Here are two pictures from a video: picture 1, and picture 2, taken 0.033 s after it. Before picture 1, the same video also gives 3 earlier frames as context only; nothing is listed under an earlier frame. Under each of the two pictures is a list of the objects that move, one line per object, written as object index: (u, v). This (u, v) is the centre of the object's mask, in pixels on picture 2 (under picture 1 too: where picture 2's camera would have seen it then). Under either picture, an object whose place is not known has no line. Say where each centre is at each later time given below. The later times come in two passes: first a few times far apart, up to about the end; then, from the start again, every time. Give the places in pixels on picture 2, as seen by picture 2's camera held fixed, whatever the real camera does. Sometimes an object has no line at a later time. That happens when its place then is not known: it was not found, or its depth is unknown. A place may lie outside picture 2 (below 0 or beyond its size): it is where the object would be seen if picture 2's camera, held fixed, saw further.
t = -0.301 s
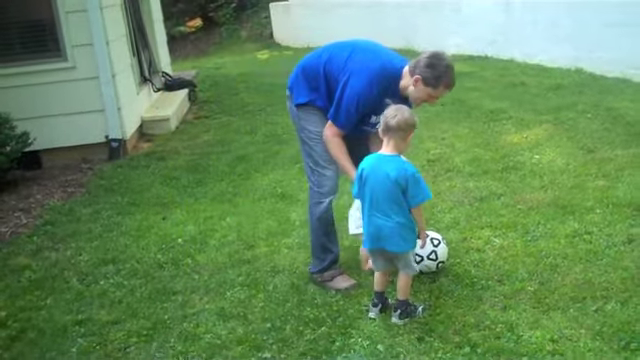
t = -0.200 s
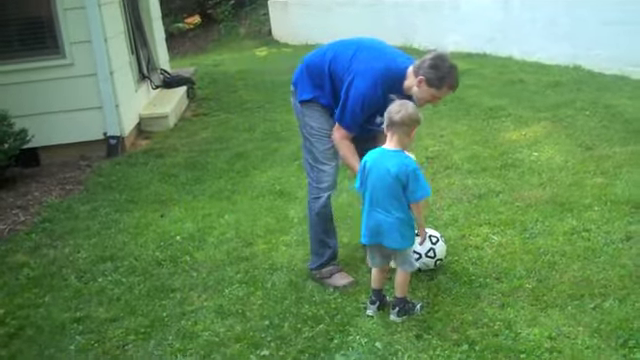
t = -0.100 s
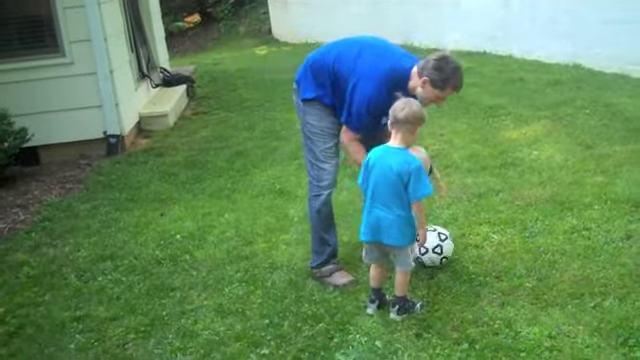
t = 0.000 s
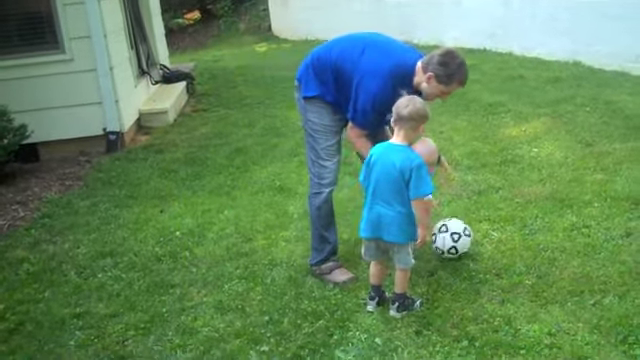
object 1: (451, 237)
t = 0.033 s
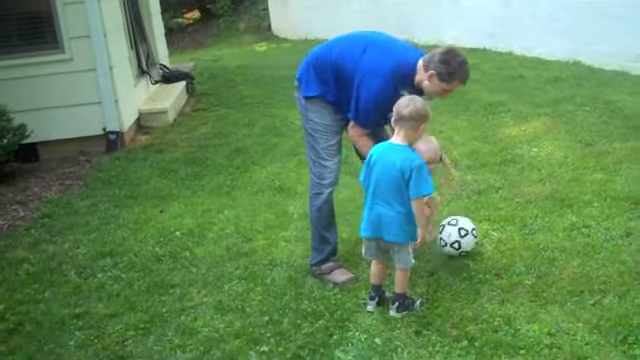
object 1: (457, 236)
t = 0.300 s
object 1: (500, 227)
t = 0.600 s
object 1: (535, 217)
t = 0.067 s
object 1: (462, 233)
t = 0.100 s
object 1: (468, 232)
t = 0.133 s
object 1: (473, 232)
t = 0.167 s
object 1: (479, 232)
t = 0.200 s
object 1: (485, 232)
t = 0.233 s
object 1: (490, 230)
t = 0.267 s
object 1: (495, 228)
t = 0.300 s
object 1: (500, 227)
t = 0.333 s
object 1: (504, 226)
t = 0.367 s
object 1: (509, 225)
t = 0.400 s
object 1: (513, 224)
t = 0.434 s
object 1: (518, 223)
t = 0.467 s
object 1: (521, 221)
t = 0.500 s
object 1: (525, 219)
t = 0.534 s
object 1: (529, 218)
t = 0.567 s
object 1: (532, 218)
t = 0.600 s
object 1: (535, 217)
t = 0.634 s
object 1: (539, 216)
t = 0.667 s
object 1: (542, 215)
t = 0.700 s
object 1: (545, 214)
